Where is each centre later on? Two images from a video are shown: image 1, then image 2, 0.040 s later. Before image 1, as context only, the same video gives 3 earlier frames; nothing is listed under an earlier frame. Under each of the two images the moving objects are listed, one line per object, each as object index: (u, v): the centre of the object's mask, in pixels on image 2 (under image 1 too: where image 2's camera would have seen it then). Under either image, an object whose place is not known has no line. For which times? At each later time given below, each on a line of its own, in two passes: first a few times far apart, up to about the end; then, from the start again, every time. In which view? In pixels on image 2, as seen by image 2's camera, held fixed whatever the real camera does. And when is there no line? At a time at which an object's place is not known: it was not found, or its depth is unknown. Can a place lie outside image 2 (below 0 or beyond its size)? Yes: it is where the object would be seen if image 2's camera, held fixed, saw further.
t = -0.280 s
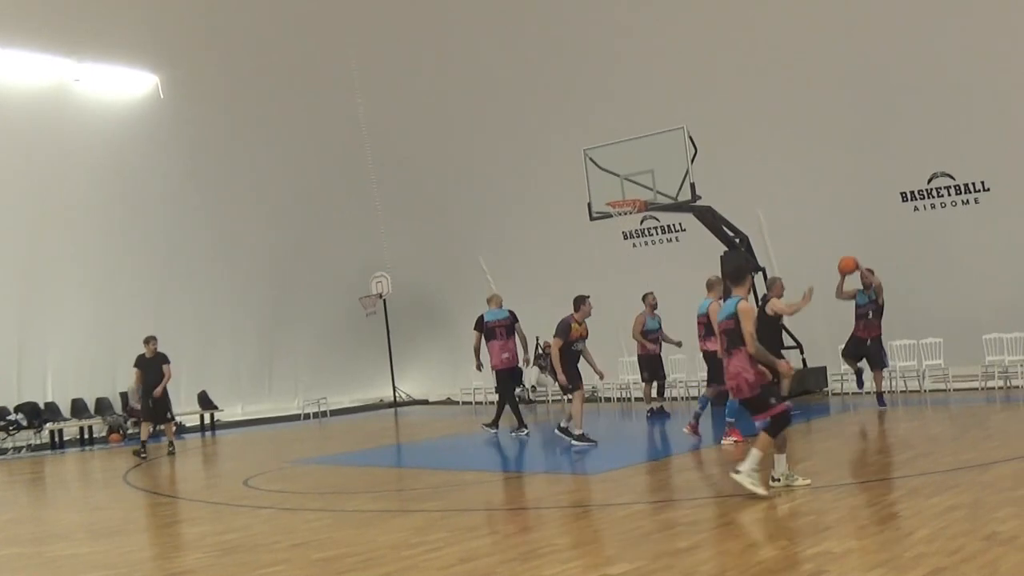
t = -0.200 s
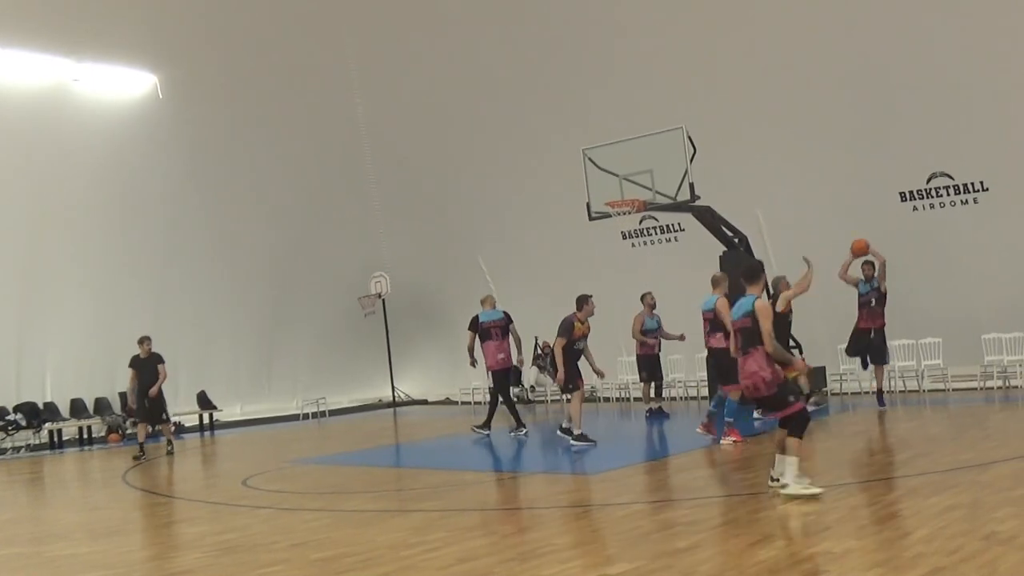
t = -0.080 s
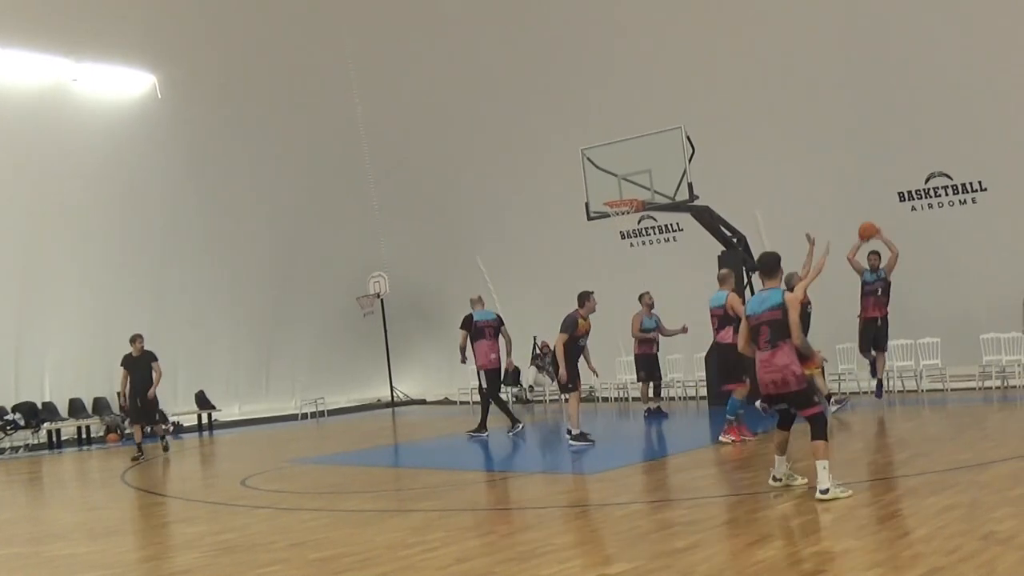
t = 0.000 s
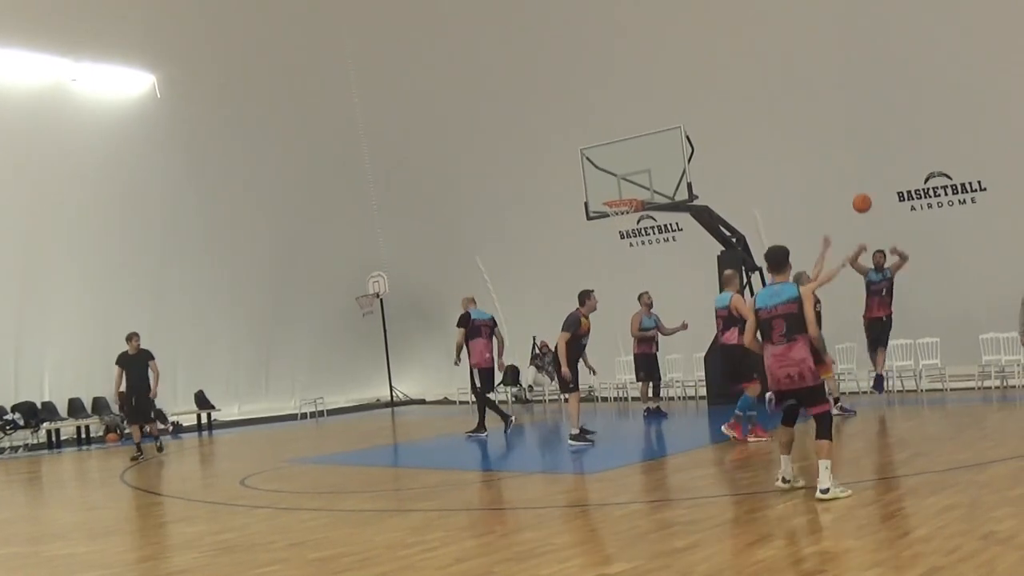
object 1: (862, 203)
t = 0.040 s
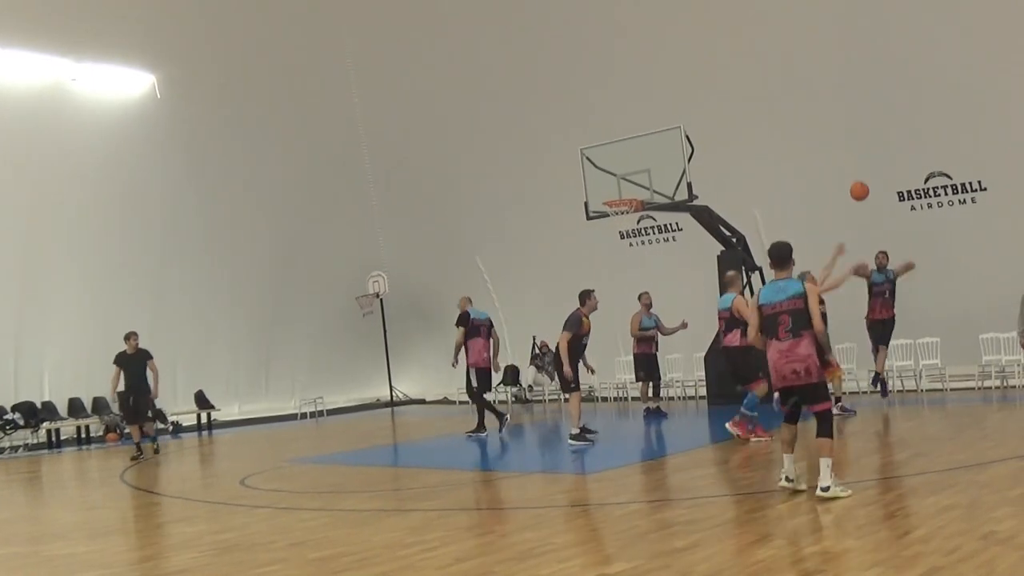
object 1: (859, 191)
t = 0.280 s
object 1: (846, 135)
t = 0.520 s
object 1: (835, 123)
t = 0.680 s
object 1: (829, 153)
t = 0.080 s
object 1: (856, 179)
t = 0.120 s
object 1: (854, 168)
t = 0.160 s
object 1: (851, 158)
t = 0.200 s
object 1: (849, 149)
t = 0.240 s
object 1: (848, 142)
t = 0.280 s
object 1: (846, 135)
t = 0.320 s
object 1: (844, 129)
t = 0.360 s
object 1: (842, 125)
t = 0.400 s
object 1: (840, 122)
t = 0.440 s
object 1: (838, 120)
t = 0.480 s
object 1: (836, 121)
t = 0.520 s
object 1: (835, 123)
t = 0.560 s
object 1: (833, 127)
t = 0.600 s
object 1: (832, 133)
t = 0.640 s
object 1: (831, 141)
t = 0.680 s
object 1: (829, 153)
